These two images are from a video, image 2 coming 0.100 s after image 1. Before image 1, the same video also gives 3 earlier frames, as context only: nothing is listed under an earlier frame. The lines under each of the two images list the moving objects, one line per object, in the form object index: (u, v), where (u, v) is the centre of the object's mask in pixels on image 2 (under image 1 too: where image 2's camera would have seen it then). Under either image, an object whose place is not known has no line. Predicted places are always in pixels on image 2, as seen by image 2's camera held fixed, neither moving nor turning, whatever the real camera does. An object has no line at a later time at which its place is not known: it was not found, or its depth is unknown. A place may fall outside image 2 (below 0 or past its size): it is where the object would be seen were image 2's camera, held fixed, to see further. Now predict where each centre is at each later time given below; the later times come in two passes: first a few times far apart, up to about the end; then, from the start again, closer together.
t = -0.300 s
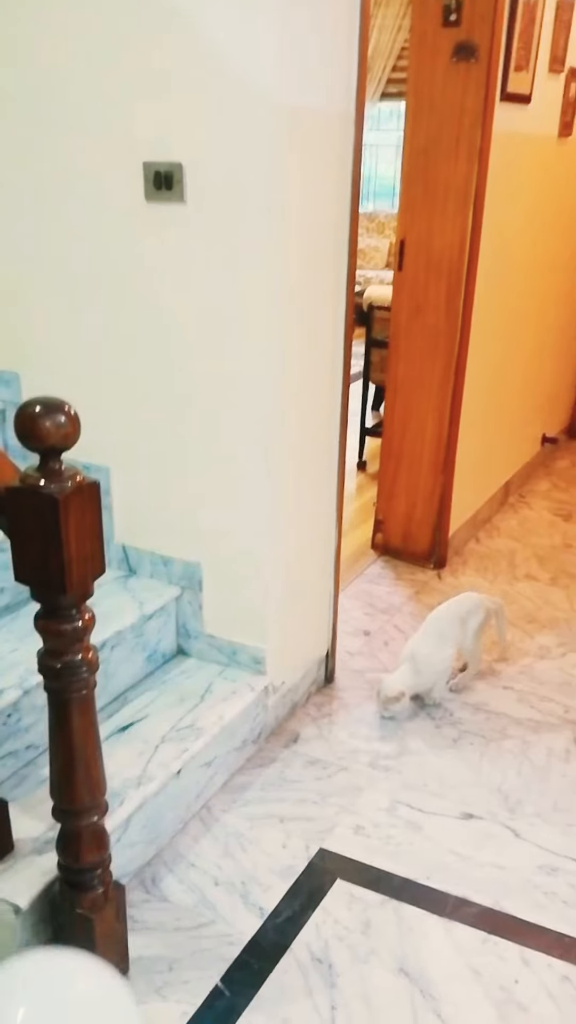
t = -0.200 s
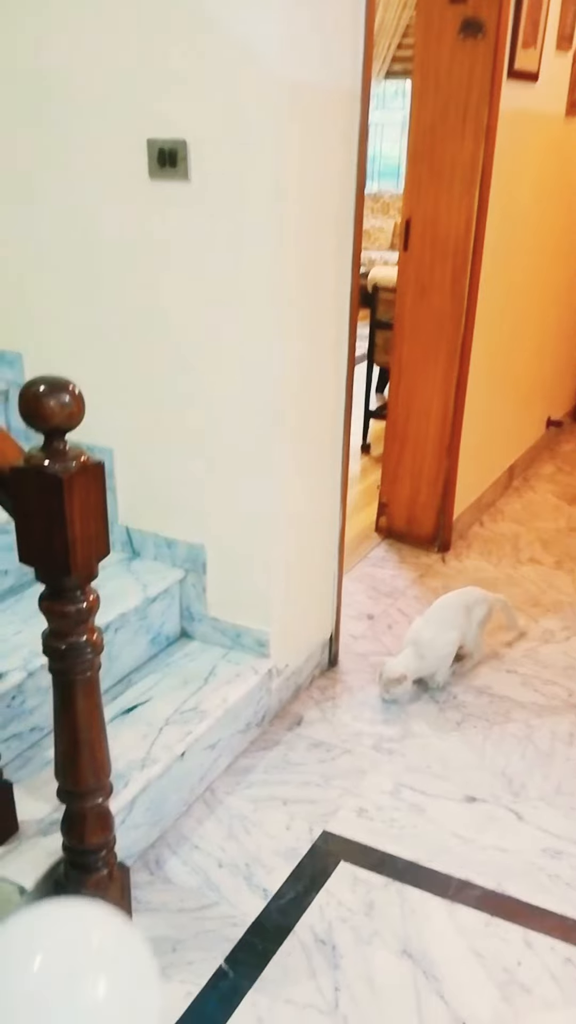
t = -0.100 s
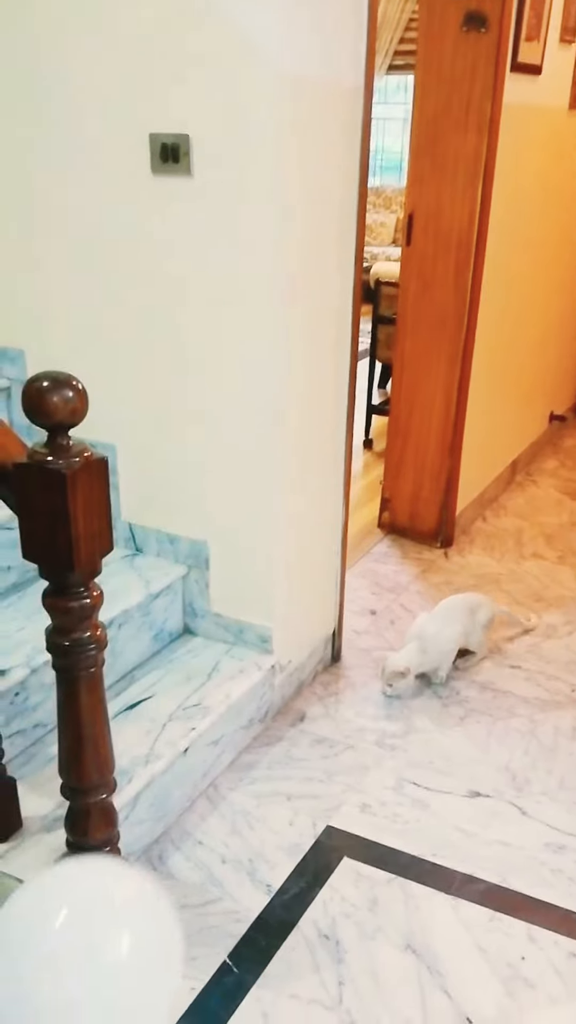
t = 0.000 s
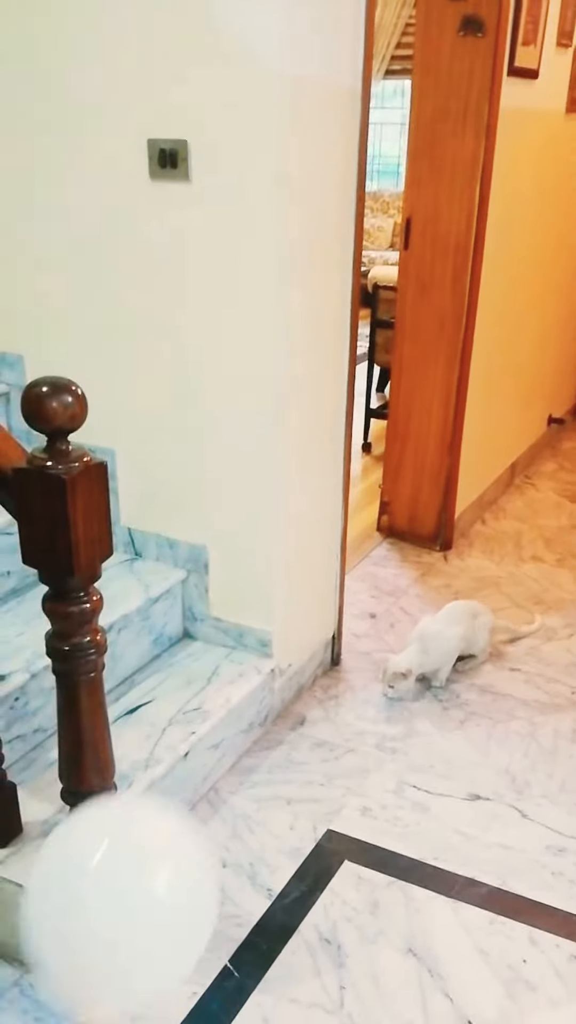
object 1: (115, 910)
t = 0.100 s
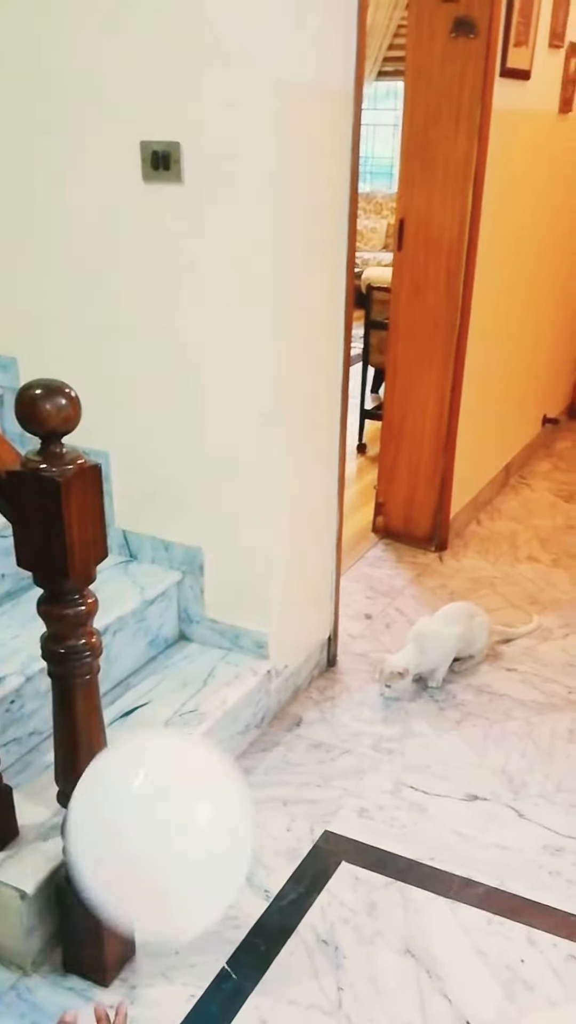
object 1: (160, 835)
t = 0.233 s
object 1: (217, 765)
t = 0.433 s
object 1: (290, 722)
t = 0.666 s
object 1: (368, 745)
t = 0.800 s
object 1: (397, 773)
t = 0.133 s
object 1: (174, 813)
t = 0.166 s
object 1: (188, 795)
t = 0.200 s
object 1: (202, 780)
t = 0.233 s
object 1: (217, 765)
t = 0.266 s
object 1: (229, 752)
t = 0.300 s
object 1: (242, 742)
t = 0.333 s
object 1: (254, 735)
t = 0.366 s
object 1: (266, 729)
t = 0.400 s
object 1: (278, 725)
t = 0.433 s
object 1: (290, 722)
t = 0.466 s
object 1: (303, 723)
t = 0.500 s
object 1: (316, 724)
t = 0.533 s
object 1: (327, 726)
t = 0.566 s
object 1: (338, 730)
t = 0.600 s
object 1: (349, 734)
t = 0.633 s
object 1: (359, 739)
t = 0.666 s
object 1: (368, 745)
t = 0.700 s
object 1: (376, 750)
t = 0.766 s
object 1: (392, 767)
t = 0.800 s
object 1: (397, 773)
